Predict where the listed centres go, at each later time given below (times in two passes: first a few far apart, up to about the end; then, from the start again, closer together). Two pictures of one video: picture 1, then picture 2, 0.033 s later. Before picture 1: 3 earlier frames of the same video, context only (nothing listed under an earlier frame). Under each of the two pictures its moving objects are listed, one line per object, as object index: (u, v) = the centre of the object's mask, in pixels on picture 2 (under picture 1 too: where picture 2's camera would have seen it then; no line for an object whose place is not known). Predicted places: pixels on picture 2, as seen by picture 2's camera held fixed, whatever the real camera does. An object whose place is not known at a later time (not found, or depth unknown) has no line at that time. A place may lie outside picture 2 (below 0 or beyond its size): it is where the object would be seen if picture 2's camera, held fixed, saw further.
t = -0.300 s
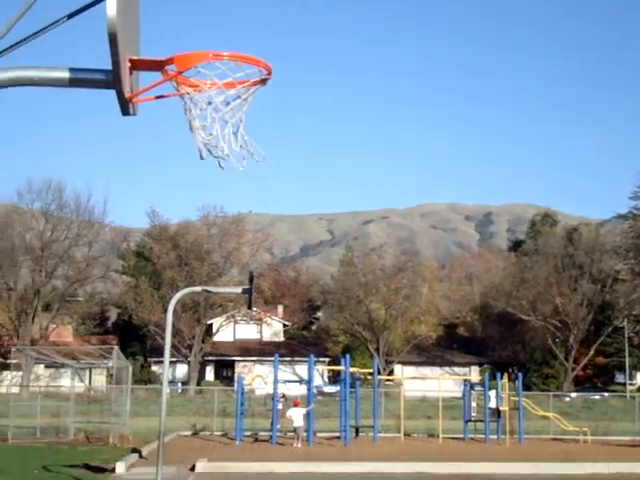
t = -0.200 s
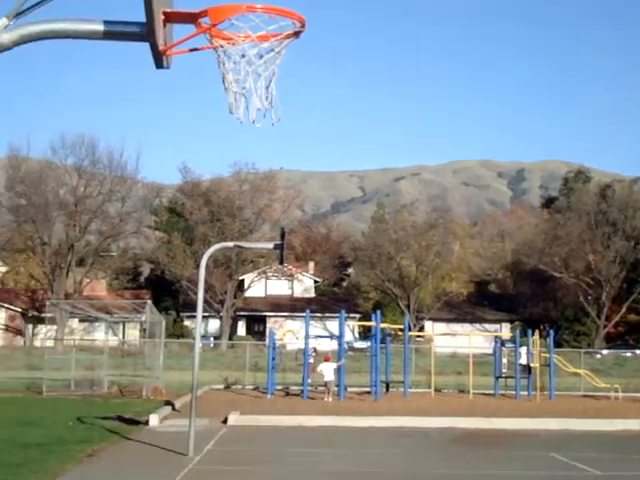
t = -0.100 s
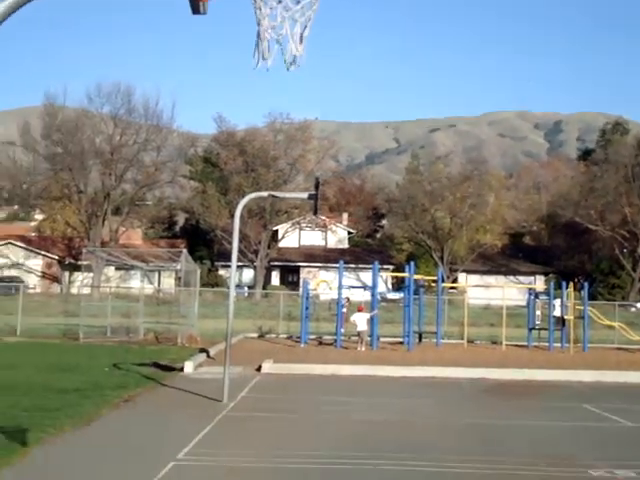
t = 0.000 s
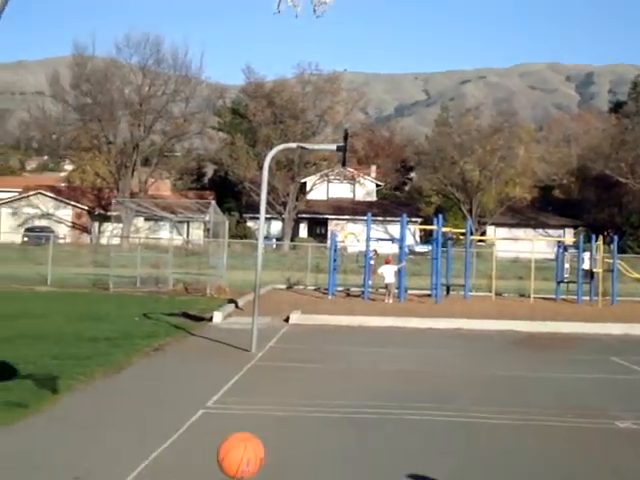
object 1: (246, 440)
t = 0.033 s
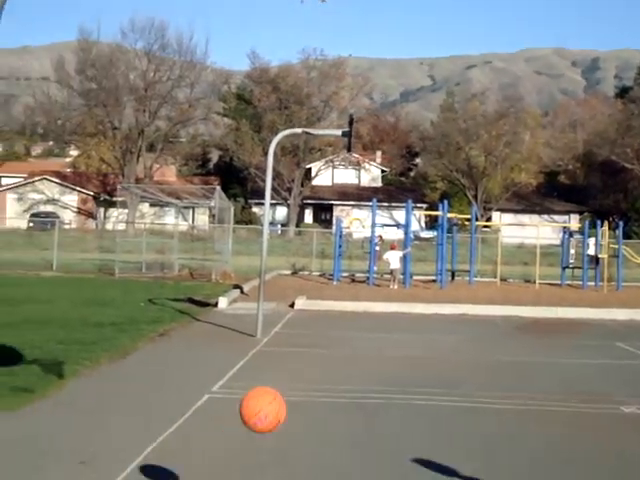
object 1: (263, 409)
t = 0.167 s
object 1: (327, 316)
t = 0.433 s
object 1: (445, 247)
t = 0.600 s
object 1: (513, 272)
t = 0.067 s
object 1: (279, 382)
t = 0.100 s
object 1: (295, 358)
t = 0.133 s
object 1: (311, 335)
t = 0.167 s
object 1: (327, 316)
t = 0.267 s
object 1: (373, 274)
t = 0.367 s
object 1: (417, 252)
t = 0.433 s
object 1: (445, 247)
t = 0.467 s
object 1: (459, 247)
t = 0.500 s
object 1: (473, 250)
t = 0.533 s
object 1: (486, 256)
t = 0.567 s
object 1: (500, 262)
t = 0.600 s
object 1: (513, 272)
